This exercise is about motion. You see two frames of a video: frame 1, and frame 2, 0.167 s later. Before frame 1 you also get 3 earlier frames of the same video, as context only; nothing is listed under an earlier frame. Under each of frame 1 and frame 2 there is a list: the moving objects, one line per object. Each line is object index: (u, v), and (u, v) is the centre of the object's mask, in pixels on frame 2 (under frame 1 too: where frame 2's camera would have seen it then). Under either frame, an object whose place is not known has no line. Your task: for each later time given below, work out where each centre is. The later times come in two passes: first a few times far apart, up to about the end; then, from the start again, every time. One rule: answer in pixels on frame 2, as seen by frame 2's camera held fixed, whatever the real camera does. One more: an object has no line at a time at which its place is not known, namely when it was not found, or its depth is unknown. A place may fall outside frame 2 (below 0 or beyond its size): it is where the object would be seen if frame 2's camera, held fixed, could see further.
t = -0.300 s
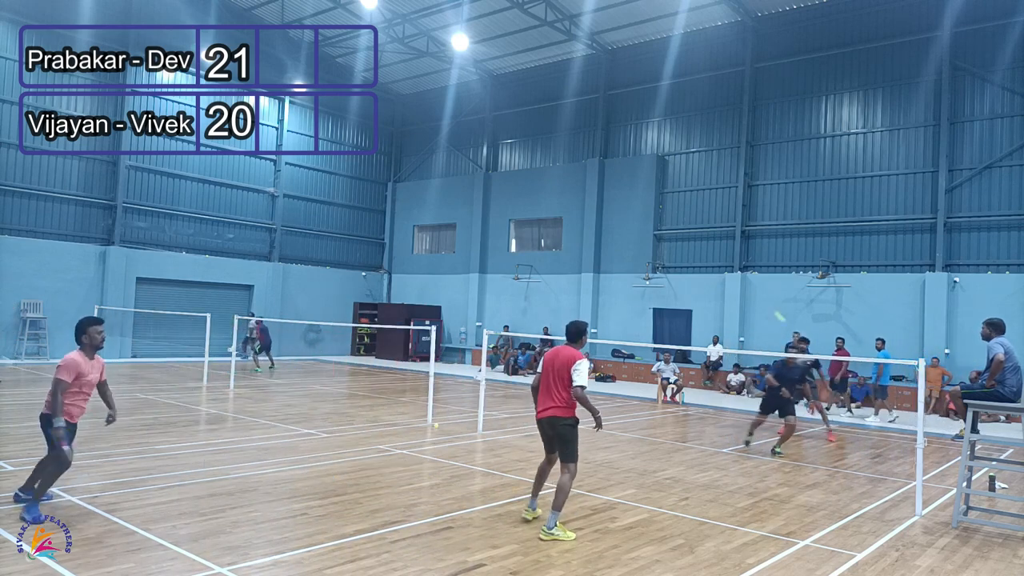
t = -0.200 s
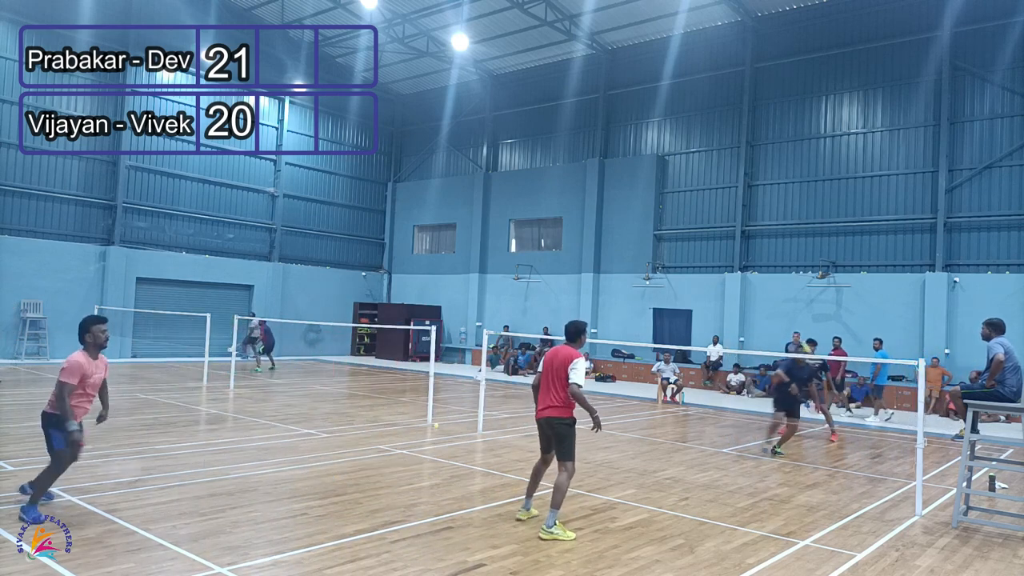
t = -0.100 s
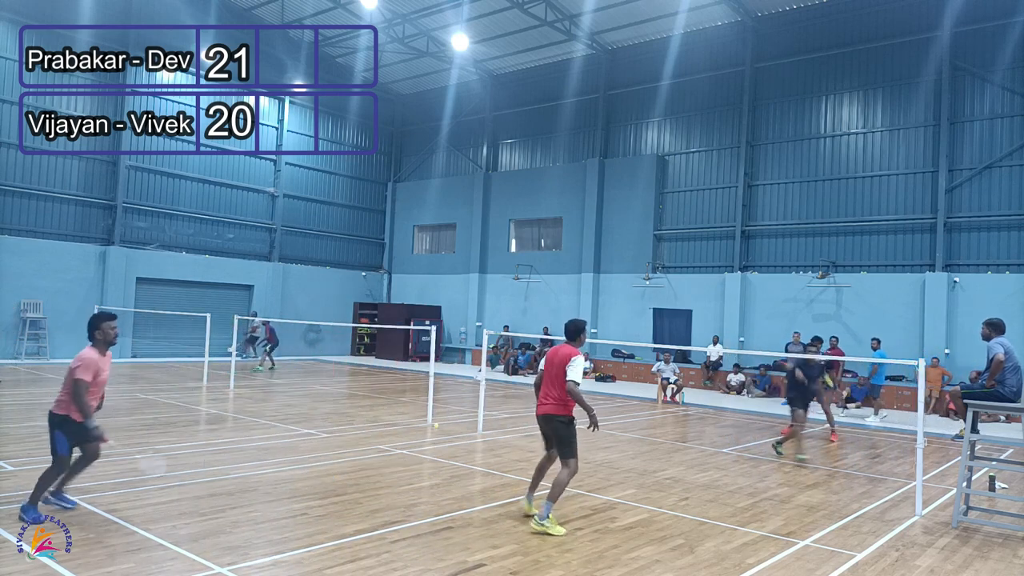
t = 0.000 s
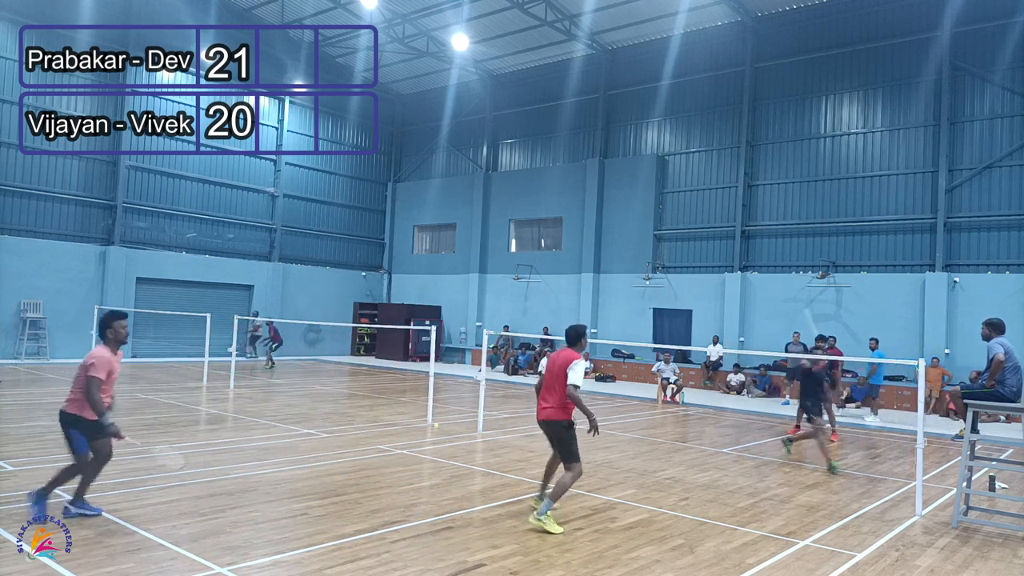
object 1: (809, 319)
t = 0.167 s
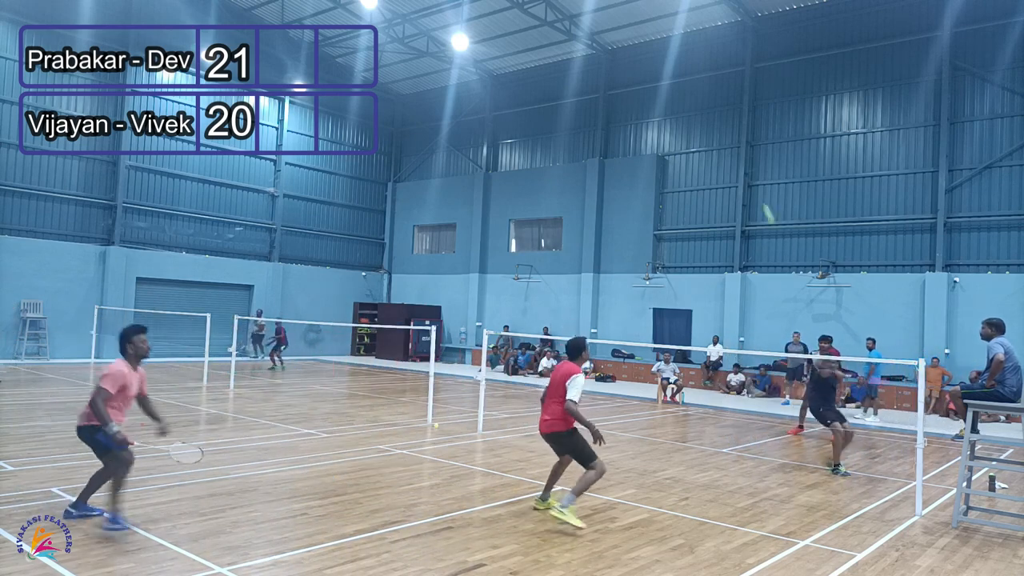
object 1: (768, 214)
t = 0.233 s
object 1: (751, 181)
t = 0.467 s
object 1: (695, 101)
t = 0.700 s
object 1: (634, 82)
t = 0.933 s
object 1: (566, 135)
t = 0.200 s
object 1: (760, 197)
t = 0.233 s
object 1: (751, 181)
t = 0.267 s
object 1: (743, 166)
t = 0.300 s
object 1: (735, 152)
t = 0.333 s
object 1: (727, 139)
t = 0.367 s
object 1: (719, 128)
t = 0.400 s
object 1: (711, 117)
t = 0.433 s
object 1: (703, 108)
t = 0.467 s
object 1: (695, 101)
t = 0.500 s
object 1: (687, 94)
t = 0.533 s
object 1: (679, 89)
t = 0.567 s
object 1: (670, 85)
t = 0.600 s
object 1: (661, 82)
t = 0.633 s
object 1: (652, 81)
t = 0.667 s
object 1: (643, 80)
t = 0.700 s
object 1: (634, 82)
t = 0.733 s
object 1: (625, 84)
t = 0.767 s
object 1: (615, 89)
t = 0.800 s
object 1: (605, 96)
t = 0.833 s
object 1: (596, 103)
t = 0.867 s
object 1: (586, 112)
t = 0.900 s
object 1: (576, 123)
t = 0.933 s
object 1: (566, 135)
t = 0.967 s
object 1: (556, 150)
